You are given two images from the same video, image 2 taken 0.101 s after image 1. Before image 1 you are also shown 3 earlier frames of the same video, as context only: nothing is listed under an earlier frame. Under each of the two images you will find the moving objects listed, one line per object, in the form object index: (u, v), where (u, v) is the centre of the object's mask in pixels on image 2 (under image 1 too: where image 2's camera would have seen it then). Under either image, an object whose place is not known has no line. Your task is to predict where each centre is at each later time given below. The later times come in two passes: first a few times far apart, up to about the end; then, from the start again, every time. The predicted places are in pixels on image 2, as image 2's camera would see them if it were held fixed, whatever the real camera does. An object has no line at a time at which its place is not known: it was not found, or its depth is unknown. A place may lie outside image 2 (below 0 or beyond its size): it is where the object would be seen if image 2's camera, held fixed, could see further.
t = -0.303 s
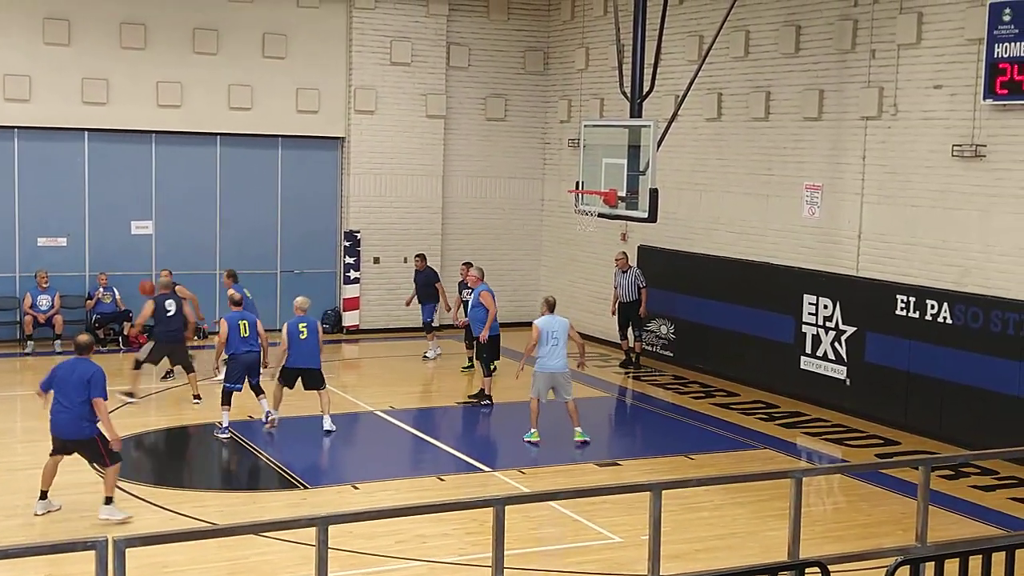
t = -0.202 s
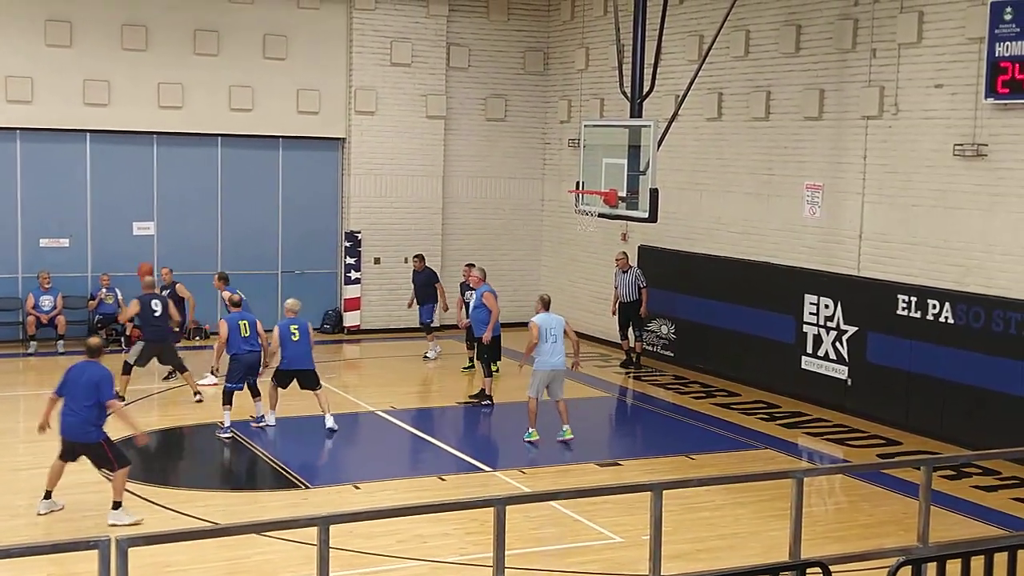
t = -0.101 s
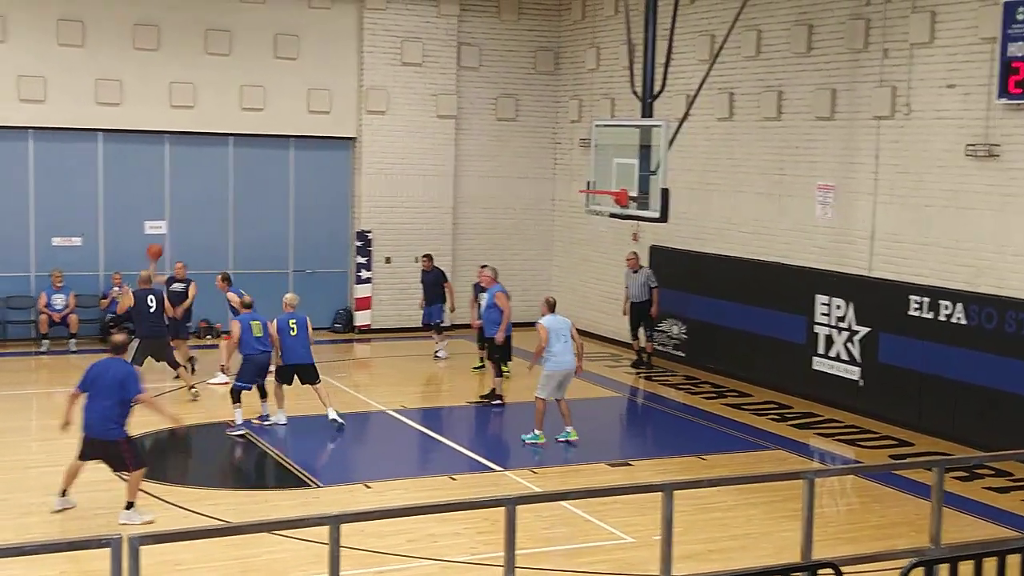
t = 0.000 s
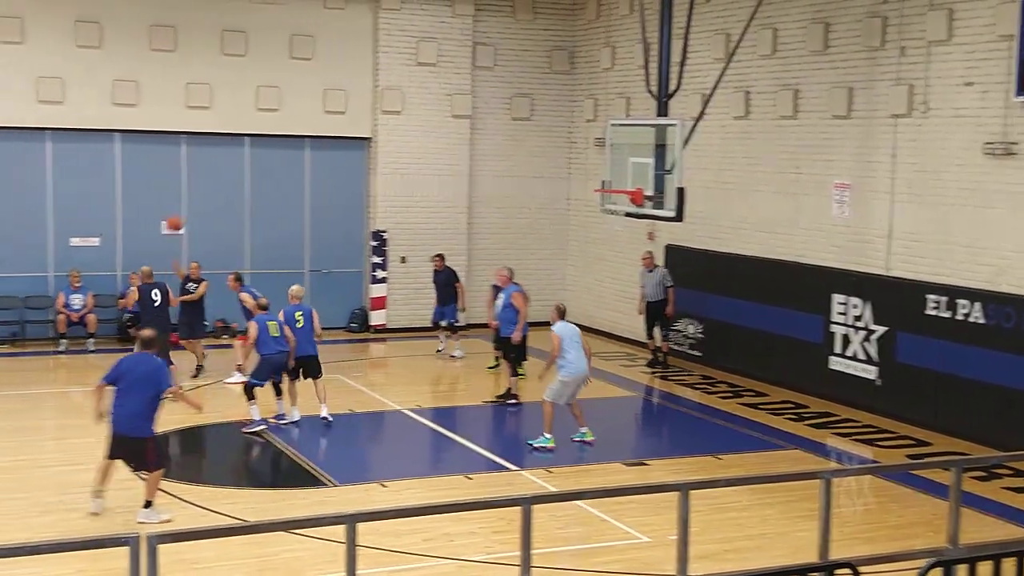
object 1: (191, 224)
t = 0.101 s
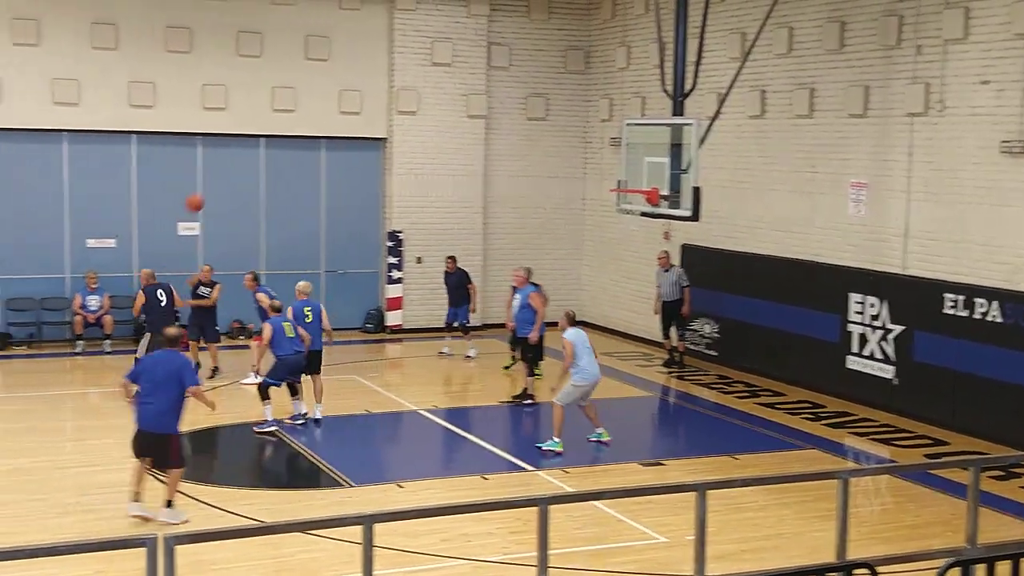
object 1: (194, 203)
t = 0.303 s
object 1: (204, 174)
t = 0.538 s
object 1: (219, 175)
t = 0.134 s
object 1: (196, 197)
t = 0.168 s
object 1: (197, 191)
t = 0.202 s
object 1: (199, 185)
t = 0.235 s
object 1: (200, 181)
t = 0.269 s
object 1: (203, 177)
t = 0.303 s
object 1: (204, 174)
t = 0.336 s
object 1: (206, 171)
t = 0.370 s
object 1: (208, 170)
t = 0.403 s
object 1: (210, 169)
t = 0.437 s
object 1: (212, 169)
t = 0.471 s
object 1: (214, 170)
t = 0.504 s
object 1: (216, 172)
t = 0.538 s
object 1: (219, 175)
